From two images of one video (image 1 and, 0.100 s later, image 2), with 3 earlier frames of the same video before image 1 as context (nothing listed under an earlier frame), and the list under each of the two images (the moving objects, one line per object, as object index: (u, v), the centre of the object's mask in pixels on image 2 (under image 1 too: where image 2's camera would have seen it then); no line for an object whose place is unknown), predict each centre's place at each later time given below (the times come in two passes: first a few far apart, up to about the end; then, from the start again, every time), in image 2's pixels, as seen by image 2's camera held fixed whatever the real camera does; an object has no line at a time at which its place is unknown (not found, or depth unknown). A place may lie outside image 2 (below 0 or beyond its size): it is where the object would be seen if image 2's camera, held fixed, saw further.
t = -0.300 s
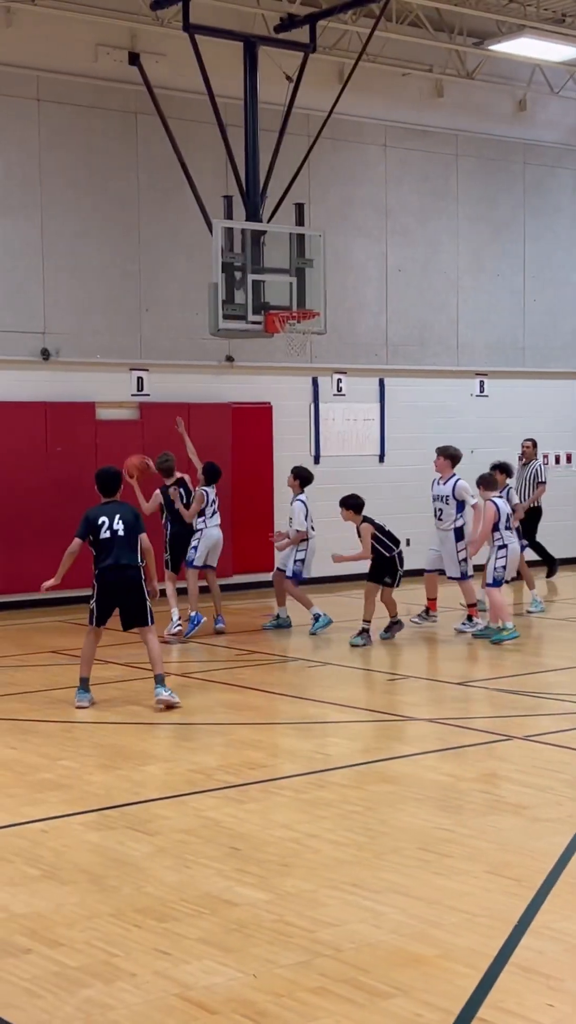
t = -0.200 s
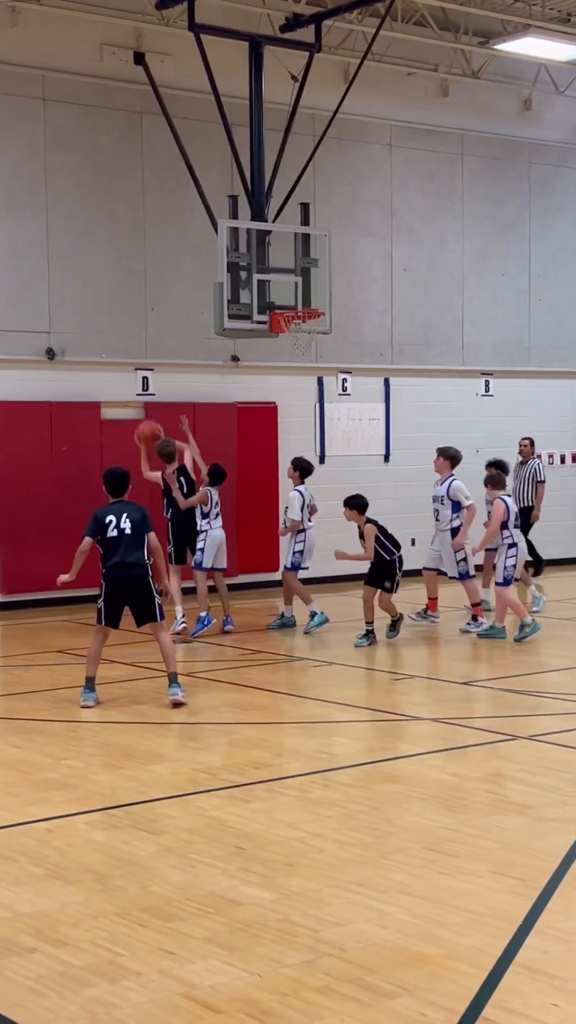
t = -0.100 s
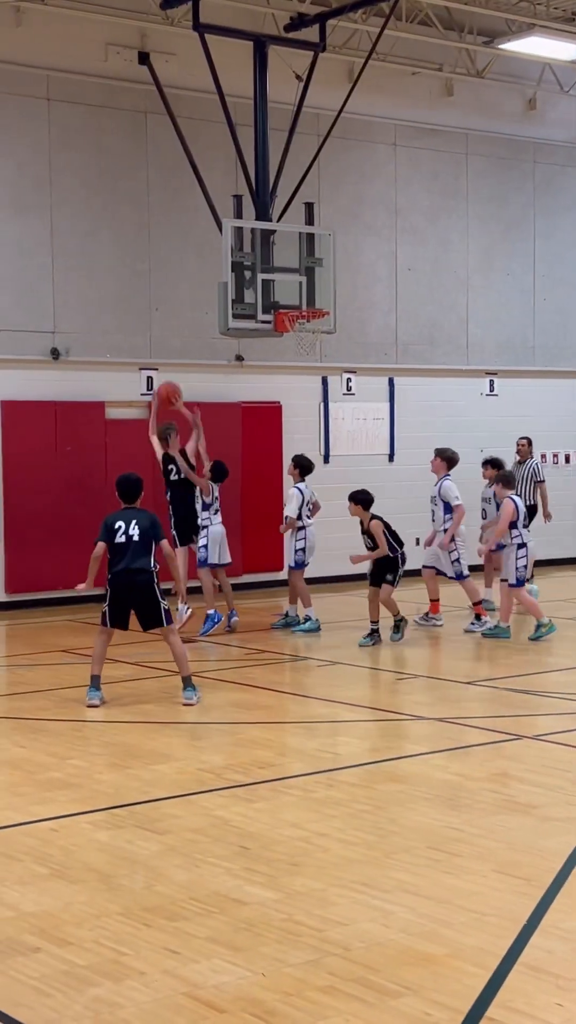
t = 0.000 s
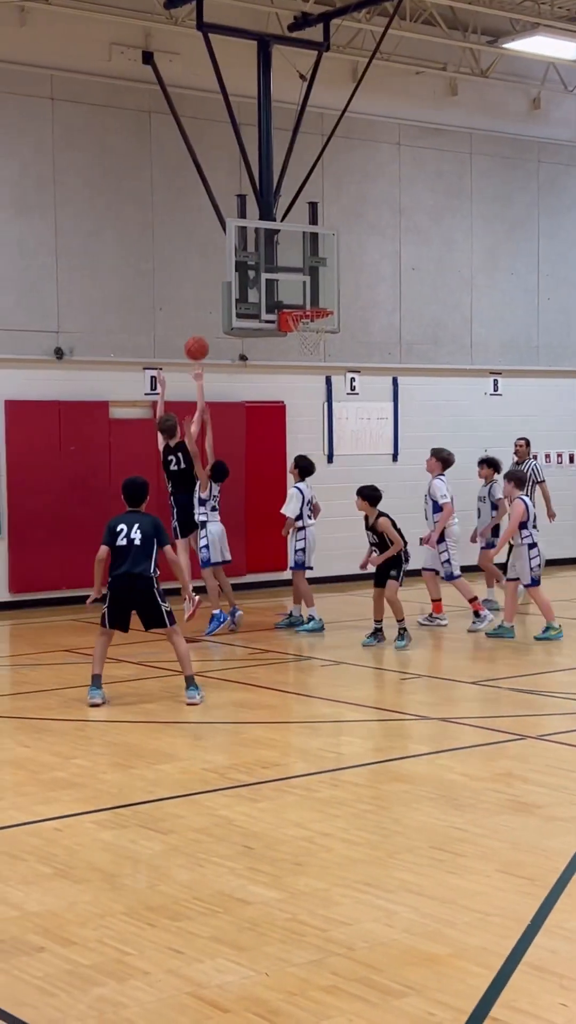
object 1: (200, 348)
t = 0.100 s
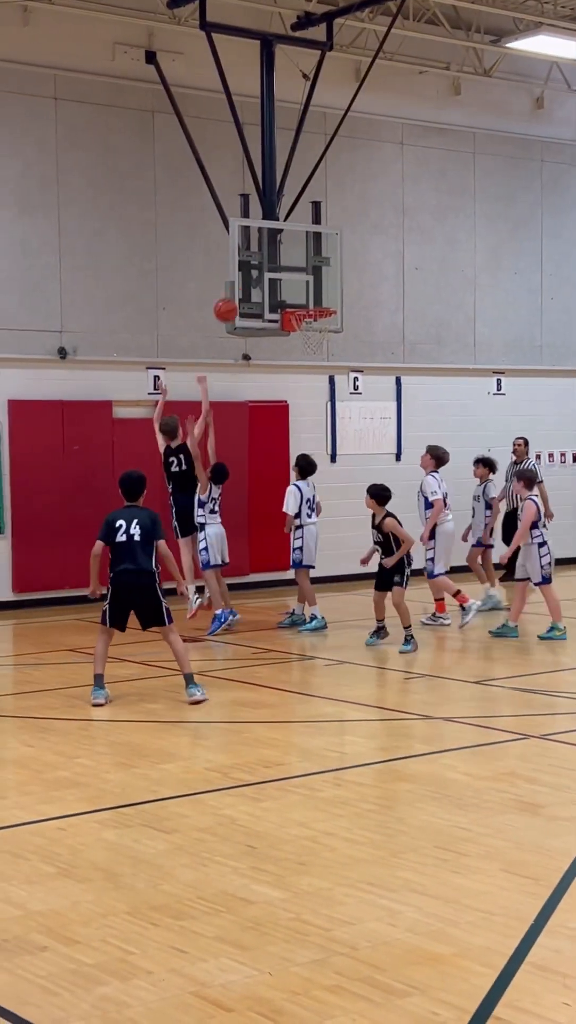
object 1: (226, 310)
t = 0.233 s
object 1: (260, 277)
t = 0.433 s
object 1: (309, 261)
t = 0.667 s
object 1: (363, 293)
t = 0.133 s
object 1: (234, 300)
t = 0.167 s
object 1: (243, 291)
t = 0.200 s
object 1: (251, 283)
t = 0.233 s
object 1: (260, 277)
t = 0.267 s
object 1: (268, 272)
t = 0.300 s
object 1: (276, 268)
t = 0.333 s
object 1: (284, 264)
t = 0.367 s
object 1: (292, 262)
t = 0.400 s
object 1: (300, 261)
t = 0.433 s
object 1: (309, 261)
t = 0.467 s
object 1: (316, 263)
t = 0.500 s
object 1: (324, 266)
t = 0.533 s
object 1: (333, 269)
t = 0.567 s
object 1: (340, 273)
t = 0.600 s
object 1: (348, 279)
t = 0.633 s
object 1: (355, 286)
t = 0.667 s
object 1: (363, 293)
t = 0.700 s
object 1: (370, 302)
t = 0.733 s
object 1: (378, 312)
